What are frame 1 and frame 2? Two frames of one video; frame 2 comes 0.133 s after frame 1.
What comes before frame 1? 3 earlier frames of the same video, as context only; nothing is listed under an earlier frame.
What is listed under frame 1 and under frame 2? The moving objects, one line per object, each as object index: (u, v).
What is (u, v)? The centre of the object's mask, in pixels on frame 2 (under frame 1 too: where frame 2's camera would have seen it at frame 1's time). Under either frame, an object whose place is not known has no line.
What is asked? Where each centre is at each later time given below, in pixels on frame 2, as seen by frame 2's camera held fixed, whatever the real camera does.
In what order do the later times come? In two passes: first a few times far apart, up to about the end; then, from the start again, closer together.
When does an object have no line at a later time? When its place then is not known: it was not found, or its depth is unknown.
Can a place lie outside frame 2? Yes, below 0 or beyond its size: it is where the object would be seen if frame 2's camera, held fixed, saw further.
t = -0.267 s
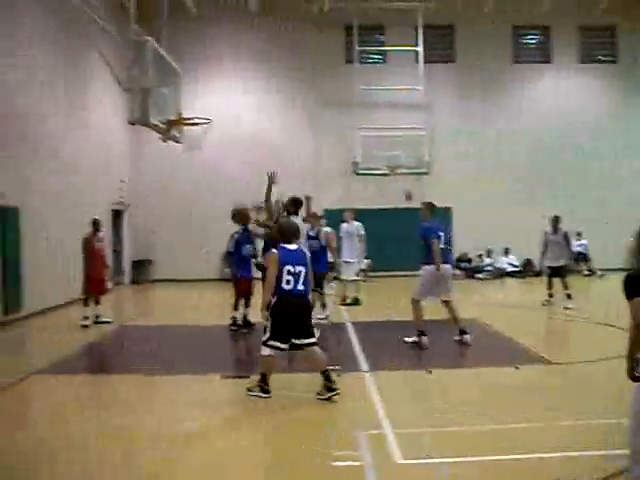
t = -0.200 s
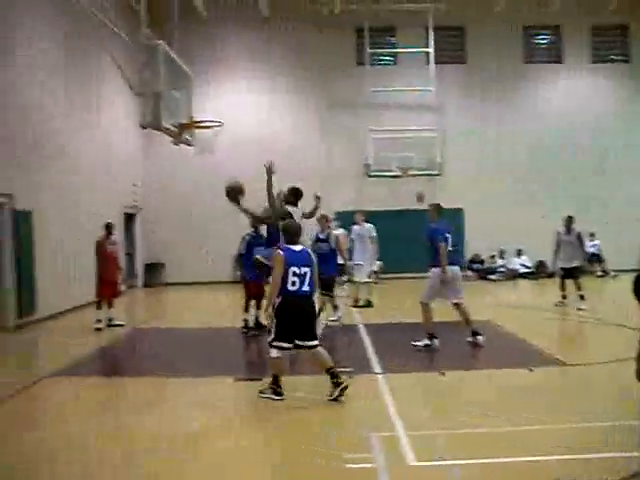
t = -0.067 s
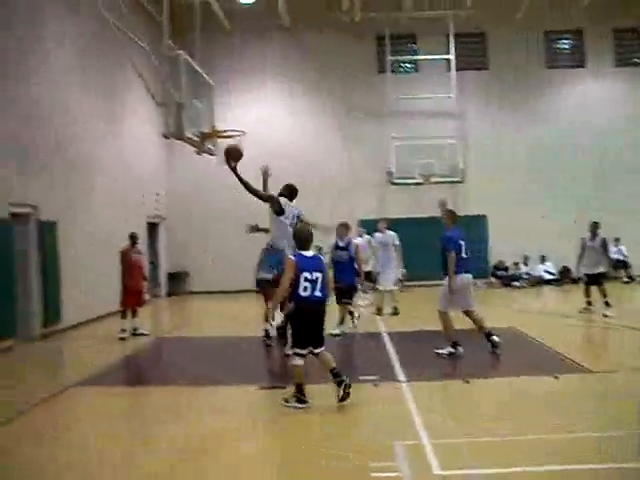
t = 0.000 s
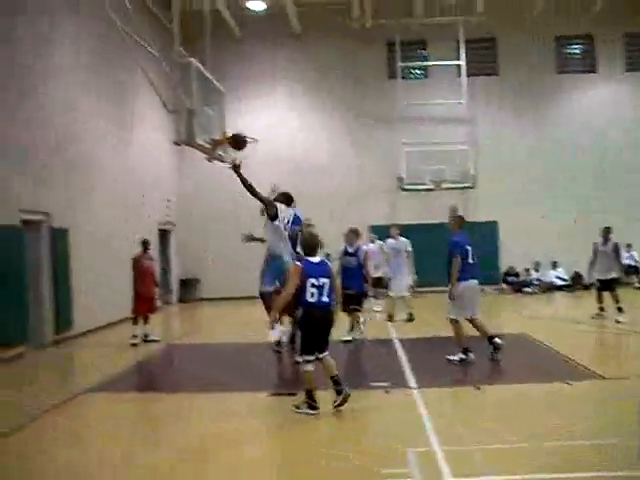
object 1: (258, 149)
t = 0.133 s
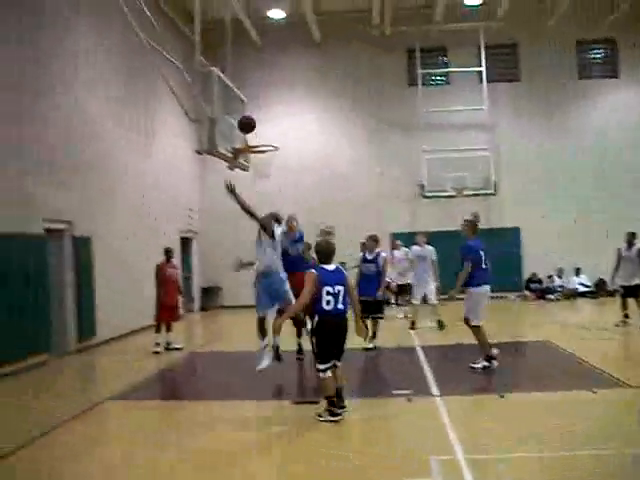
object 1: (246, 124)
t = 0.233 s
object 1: (238, 114)
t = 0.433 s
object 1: (244, 113)
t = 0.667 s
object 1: (265, 135)
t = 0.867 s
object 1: (280, 139)
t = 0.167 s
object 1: (243, 120)
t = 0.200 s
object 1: (240, 117)
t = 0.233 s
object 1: (238, 114)
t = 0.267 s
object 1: (235, 113)
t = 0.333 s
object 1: (235, 110)
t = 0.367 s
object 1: (238, 111)
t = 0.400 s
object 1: (241, 112)
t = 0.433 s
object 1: (244, 113)
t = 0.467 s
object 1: (247, 115)
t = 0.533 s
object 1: (254, 122)
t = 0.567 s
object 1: (257, 126)
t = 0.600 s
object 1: (260, 131)
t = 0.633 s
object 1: (263, 136)
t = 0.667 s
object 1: (265, 135)
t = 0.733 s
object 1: (270, 133)
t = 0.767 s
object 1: (272, 133)
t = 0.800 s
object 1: (275, 134)
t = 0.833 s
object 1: (277, 136)
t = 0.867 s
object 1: (280, 139)
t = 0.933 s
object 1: (285, 147)
